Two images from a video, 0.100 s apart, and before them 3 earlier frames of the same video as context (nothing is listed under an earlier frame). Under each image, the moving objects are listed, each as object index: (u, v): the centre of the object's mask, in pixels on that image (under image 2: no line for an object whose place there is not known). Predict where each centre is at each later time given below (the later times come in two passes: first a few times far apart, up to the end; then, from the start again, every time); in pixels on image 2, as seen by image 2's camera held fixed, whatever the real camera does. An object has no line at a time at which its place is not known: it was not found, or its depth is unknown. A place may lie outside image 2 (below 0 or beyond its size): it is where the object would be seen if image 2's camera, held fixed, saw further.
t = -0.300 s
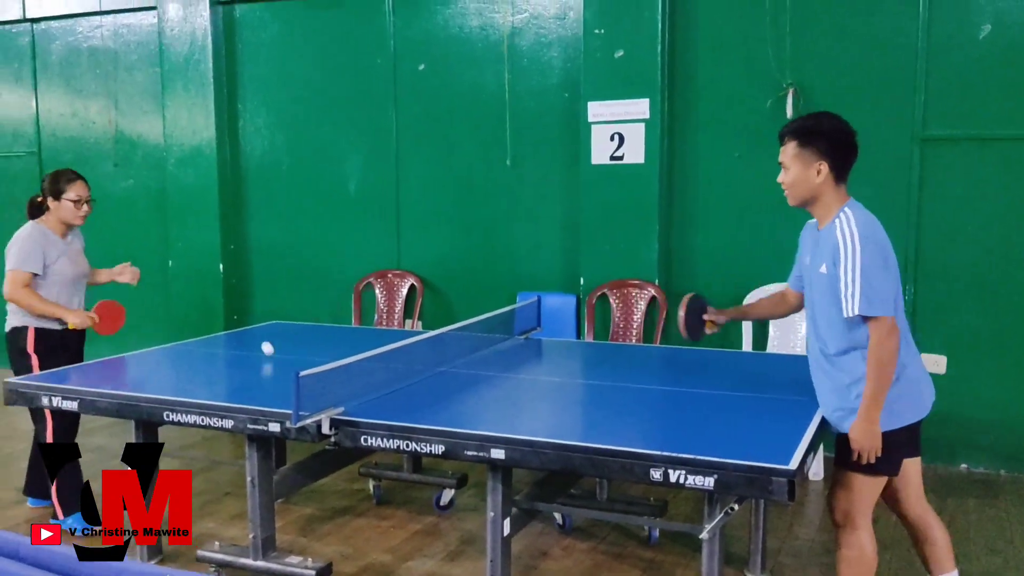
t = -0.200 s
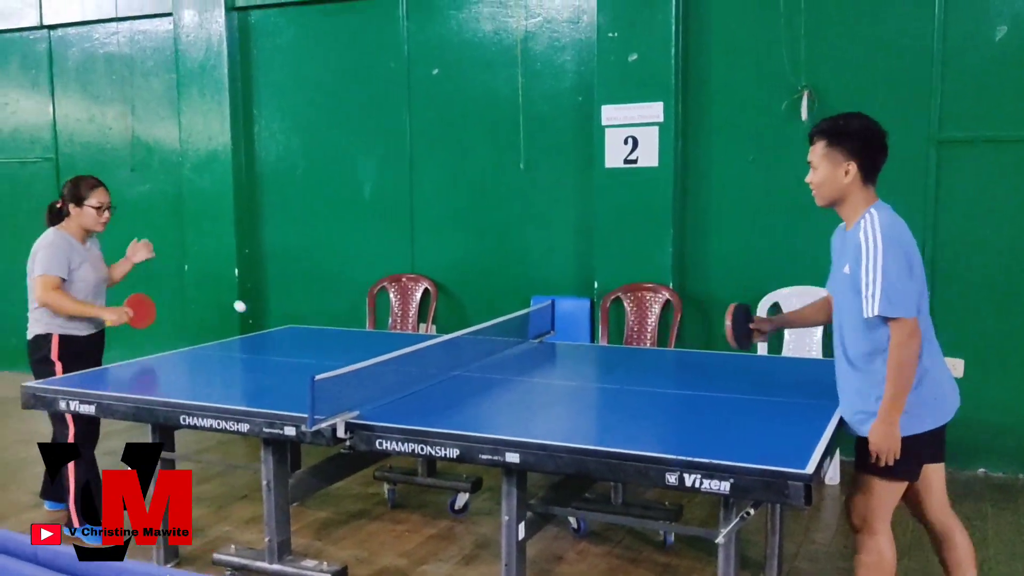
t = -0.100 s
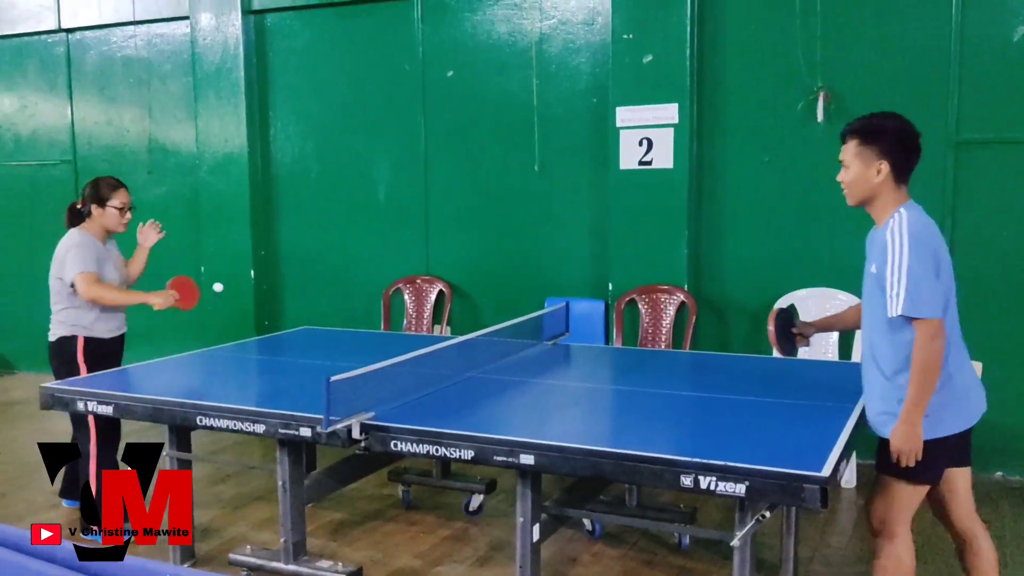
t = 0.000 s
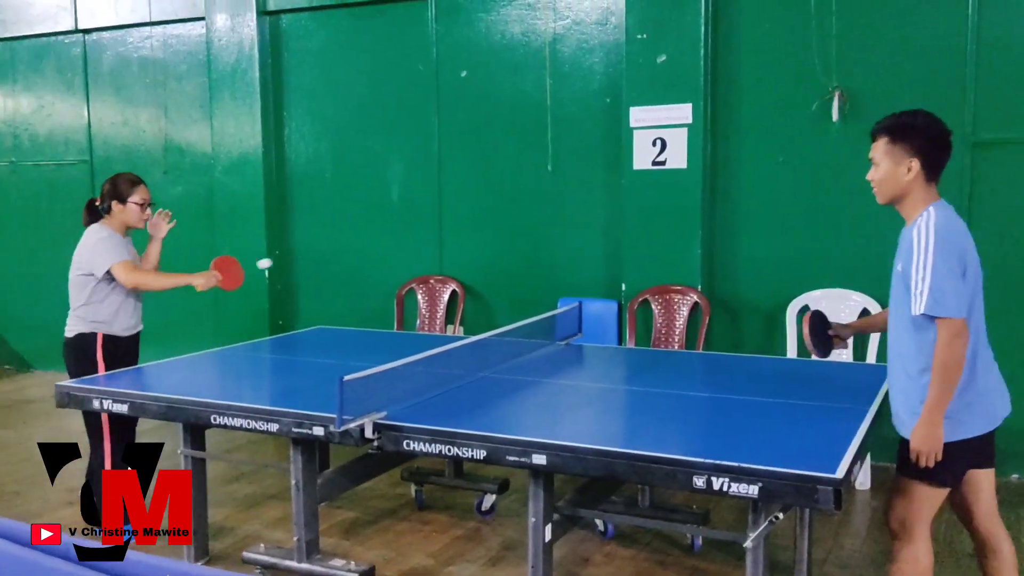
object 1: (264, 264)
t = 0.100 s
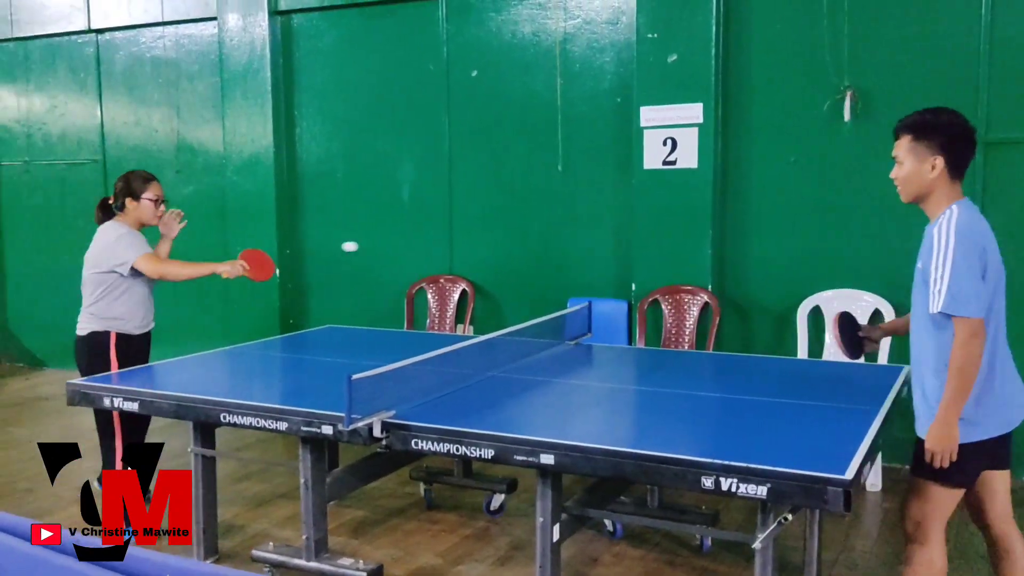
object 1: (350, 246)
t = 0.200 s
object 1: (429, 254)
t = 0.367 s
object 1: (570, 330)
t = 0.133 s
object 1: (376, 246)
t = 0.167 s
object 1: (402, 249)
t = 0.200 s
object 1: (429, 254)
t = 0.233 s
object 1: (455, 263)
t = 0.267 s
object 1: (483, 275)
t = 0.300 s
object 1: (511, 289)
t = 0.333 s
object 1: (539, 307)
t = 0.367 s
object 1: (570, 330)
